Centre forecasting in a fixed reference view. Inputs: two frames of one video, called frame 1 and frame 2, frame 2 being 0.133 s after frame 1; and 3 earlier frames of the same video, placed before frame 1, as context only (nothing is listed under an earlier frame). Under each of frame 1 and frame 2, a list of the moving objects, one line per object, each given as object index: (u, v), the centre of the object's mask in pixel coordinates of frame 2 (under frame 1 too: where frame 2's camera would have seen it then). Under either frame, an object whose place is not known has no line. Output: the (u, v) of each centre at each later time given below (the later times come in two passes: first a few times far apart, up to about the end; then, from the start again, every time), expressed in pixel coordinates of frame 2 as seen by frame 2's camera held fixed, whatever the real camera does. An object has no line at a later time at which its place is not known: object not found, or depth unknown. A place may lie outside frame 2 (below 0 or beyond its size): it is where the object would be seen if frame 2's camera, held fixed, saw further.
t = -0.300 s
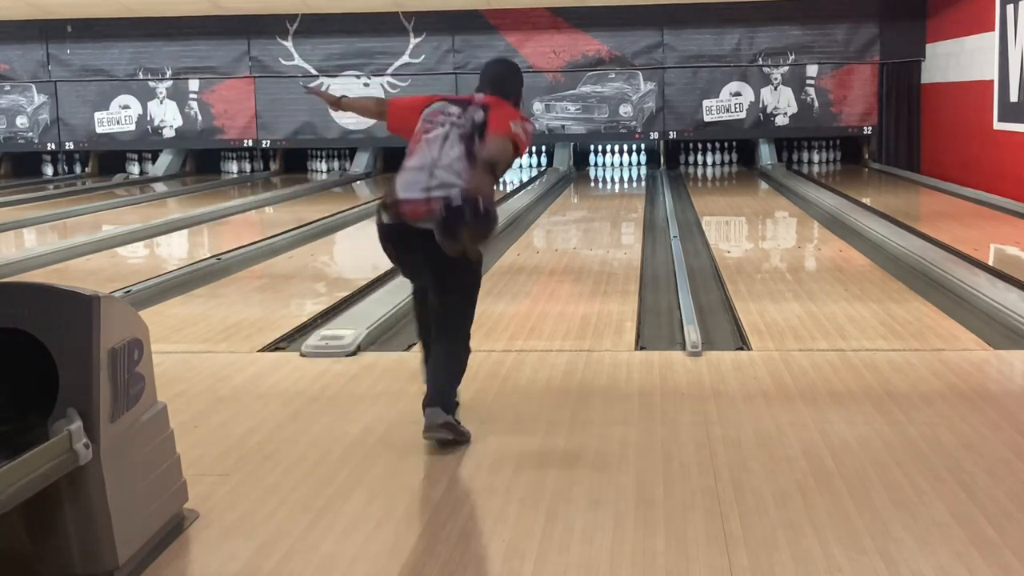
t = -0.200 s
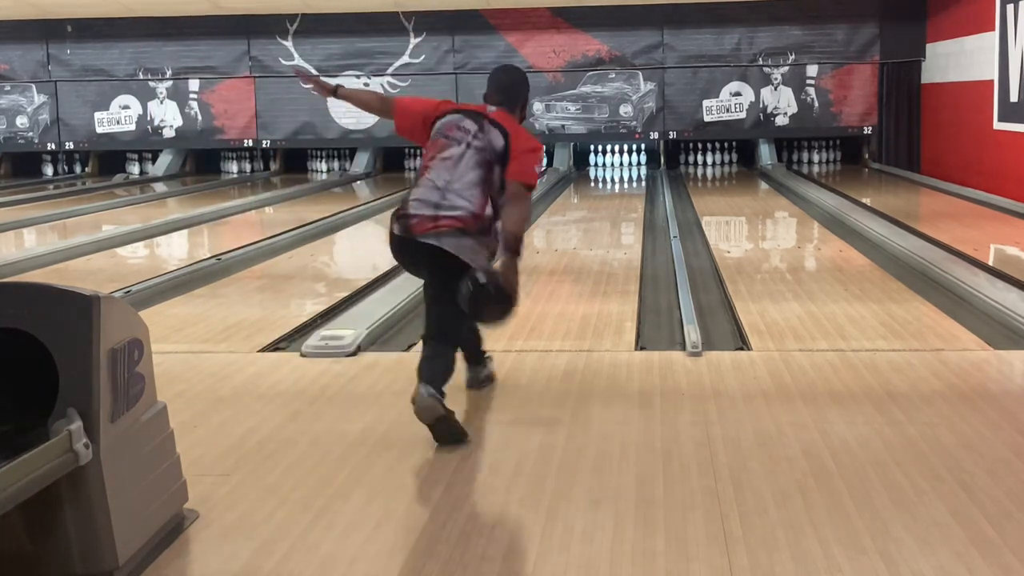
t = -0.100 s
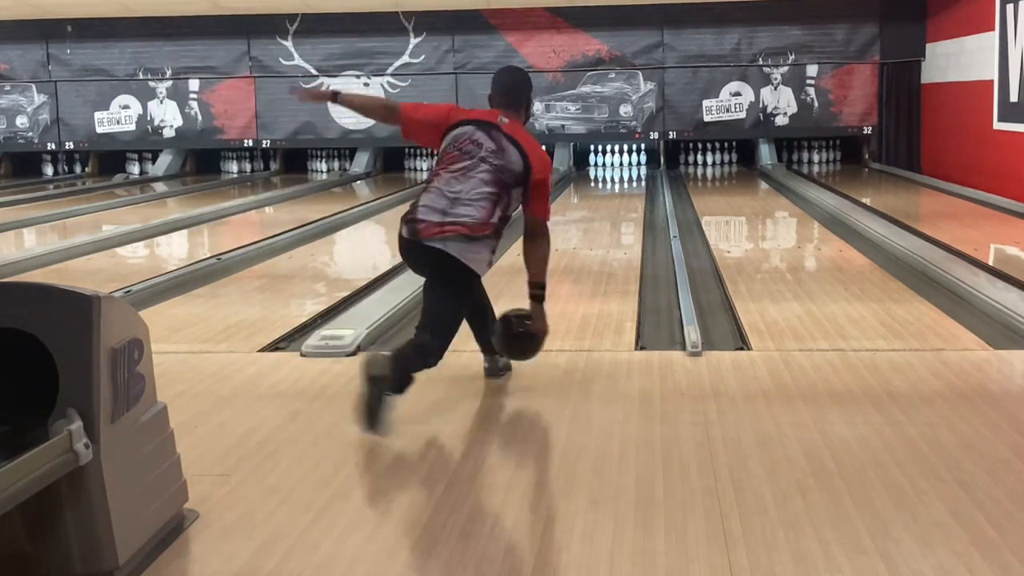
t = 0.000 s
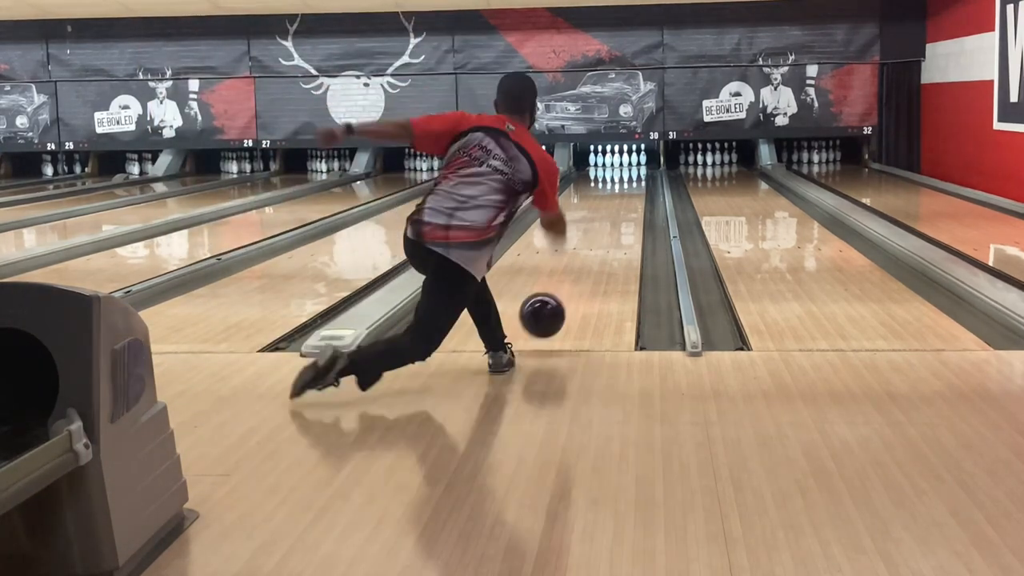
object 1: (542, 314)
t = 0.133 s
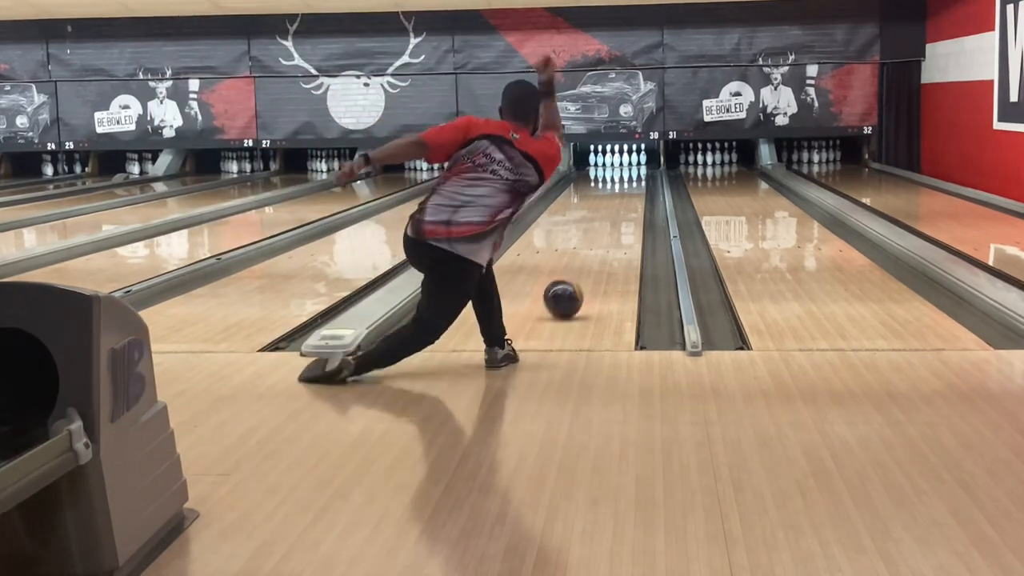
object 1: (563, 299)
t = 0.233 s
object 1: (575, 281)
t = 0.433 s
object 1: (593, 253)
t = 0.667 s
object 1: (607, 229)
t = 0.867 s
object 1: (615, 214)
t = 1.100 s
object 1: (623, 201)
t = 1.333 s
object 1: (627, 191)
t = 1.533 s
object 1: (630, 182)
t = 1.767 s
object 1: (632, 175)
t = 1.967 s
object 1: (631, 172)
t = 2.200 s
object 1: (627, 167)
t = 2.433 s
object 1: (621, 163)
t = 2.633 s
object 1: (616, 160)
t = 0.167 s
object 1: (568, 293)
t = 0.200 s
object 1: (571, 287)
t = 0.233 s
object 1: (575, 281)
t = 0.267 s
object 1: (578, 275)
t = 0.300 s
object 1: (581, 271)
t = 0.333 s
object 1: (585, 266)
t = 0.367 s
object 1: (587, 262)
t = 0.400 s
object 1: (590, 257)
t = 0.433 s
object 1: (593, 253)
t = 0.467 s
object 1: (595, 249)
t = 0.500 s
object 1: (598, 245)
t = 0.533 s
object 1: (599, 242)
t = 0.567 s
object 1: (601, 239)
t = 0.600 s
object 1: (603, 236)
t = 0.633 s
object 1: (605, 232)
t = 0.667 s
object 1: (607, 229)
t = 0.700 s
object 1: (608, 227)
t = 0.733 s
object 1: (610, 224)
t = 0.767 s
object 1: (611, 222)
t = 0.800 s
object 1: (612, 220)
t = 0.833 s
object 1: (614, 217)
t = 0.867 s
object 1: (615, 214)
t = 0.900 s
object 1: (616, 212)
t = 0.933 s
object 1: (617, 210)
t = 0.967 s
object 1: (618, 208)
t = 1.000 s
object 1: (619, 206)
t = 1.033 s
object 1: (620, 204)
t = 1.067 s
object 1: (622, 203)
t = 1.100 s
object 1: (623, 201)
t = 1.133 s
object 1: (624, 198)
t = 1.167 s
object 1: (624, 197)
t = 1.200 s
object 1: (624, 196)
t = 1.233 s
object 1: (626, 194)
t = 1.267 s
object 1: (626, 193)
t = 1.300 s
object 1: (626, 192)
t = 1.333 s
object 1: (627, 191)
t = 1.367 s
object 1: (628, 189)
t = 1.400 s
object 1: (628, 187)
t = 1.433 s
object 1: (629, 187)
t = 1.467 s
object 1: (628, 185)
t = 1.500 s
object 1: (629, 184)
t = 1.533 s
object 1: (630, 182)
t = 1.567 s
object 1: (631, 181)
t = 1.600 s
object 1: (631, 180)
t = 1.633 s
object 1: (631, 180)
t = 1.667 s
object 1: (632, 178)
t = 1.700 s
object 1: (631, 177)
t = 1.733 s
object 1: (632, 176)
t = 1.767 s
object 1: (632, 175)
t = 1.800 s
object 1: (631, 174)
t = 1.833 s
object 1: (632, 175)
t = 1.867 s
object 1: (632, 174)
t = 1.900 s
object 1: (632, 173)
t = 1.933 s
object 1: (631, 172)
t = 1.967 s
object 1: (631, 172)
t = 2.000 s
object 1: (631, 171)
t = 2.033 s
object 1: (630, 170)
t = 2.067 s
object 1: (629, 169)
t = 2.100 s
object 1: (629, 168)
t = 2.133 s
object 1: (628, 168)
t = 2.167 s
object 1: (628, 167)
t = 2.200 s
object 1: (627, 167)
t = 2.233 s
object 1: (626, 165)
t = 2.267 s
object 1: (625, 165)
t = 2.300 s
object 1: (624, 164)
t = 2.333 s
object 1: (623, 164)
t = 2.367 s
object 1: (623, 164)
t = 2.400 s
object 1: (621, 163)
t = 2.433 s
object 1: (621, 163)
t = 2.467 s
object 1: (620, 162)
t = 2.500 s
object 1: (620, 162)
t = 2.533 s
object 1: (618, 161)
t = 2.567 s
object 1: (618, 162)
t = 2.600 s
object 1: (618, 160)
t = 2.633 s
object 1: (616, 160)
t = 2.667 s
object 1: (616, 159)
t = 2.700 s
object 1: (614, 160)
